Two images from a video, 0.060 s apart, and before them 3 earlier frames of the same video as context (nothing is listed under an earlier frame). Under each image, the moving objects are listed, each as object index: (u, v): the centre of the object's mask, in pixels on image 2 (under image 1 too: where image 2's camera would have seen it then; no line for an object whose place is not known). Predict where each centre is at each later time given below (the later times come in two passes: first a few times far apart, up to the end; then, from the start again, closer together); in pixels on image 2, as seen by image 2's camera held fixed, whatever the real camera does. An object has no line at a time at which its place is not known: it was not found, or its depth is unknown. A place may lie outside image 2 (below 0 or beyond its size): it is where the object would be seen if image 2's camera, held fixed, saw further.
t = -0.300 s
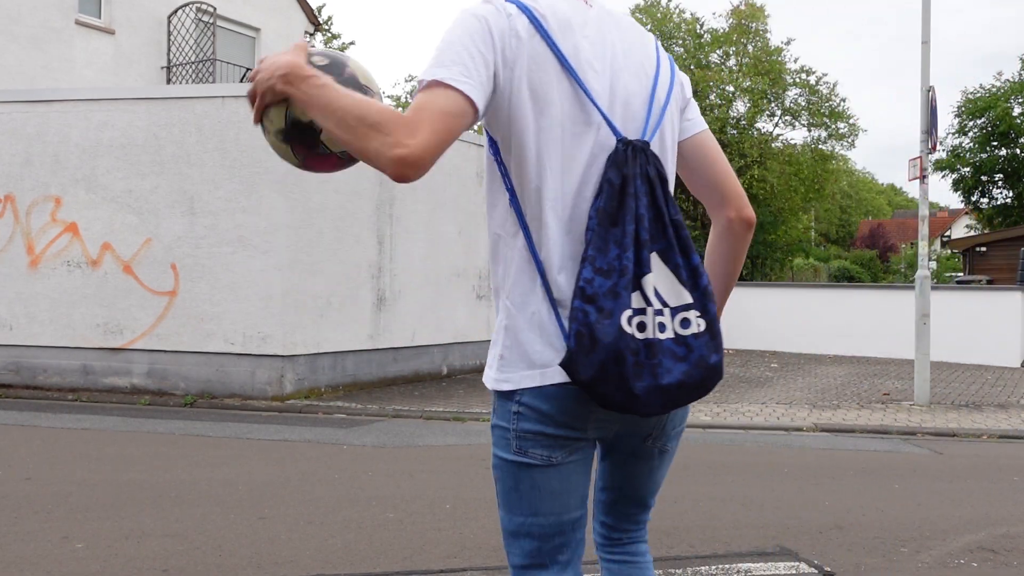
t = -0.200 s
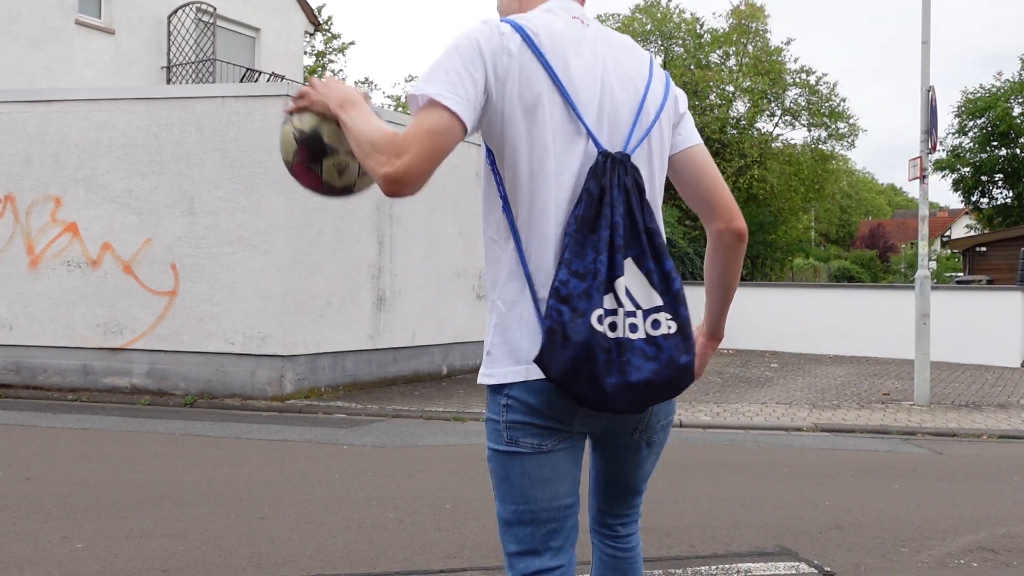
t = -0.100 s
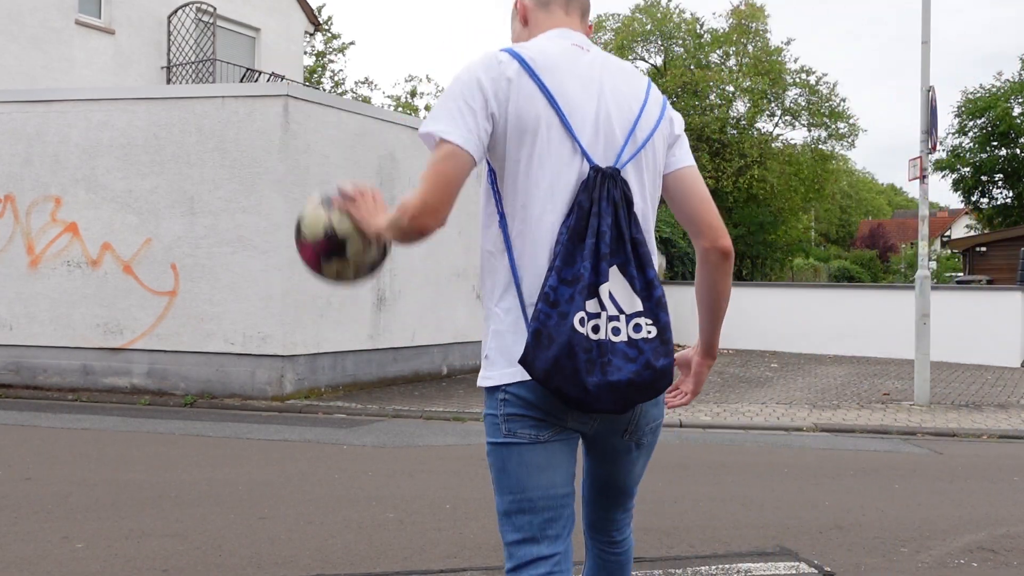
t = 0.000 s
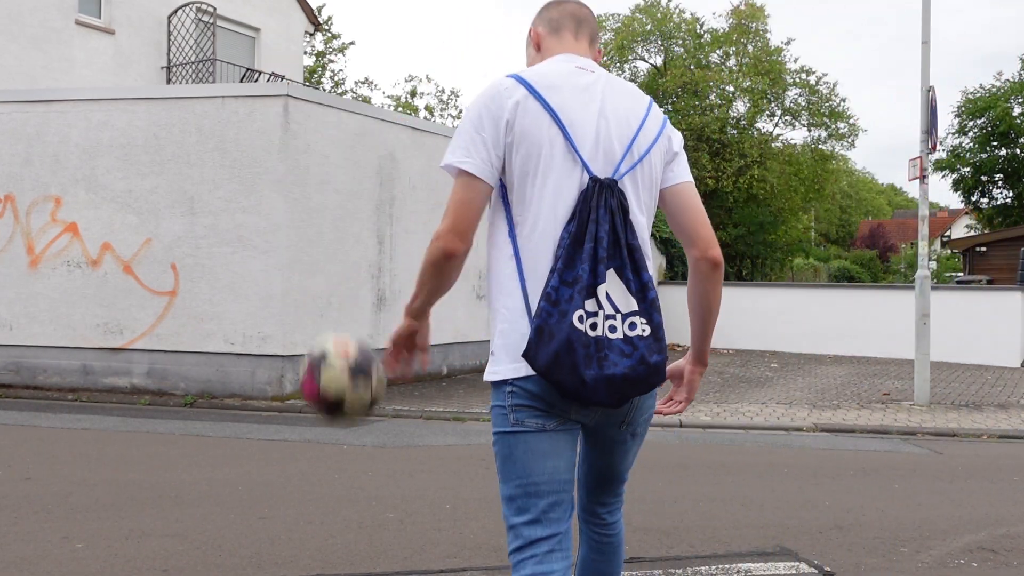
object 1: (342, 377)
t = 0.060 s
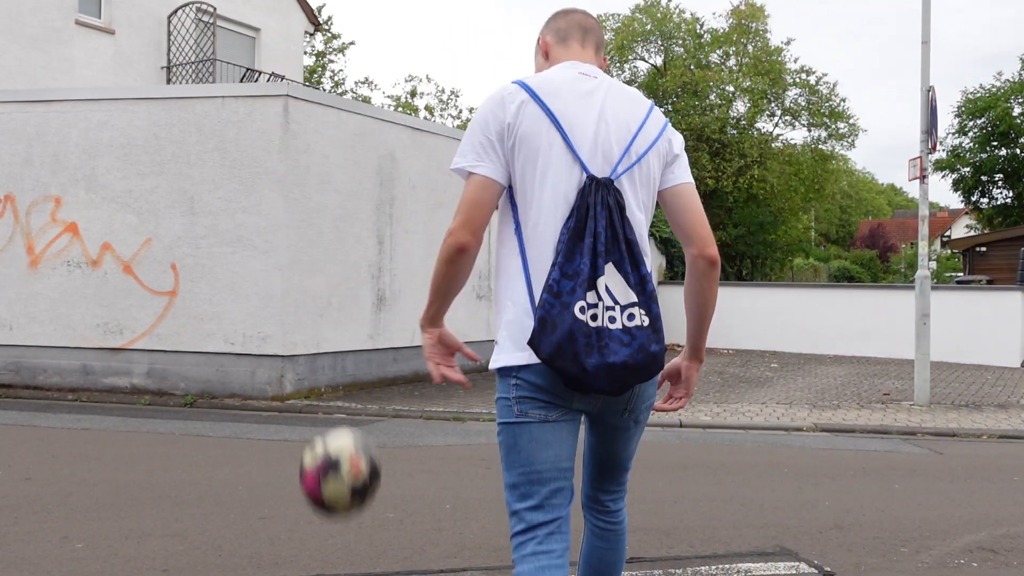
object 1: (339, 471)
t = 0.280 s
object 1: (366, 407)
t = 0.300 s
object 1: (370, 388)
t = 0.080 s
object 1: (339, 504)
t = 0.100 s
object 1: (338, 536)
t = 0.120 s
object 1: (341, 553)
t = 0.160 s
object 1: (345, 550)
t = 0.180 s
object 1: (348, 529)
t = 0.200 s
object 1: (351, 502)
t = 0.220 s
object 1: (355, 476)
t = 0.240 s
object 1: (358, 452)
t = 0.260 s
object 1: (362, 429)
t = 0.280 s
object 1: (366, 407)
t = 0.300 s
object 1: (370, 388)
